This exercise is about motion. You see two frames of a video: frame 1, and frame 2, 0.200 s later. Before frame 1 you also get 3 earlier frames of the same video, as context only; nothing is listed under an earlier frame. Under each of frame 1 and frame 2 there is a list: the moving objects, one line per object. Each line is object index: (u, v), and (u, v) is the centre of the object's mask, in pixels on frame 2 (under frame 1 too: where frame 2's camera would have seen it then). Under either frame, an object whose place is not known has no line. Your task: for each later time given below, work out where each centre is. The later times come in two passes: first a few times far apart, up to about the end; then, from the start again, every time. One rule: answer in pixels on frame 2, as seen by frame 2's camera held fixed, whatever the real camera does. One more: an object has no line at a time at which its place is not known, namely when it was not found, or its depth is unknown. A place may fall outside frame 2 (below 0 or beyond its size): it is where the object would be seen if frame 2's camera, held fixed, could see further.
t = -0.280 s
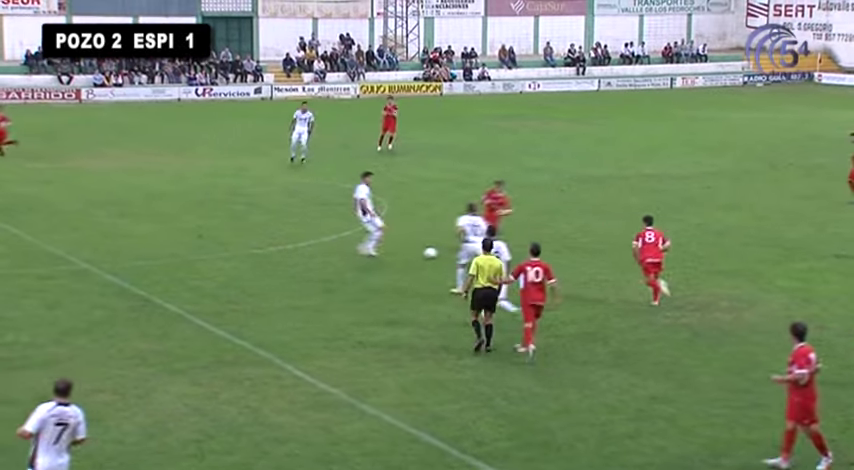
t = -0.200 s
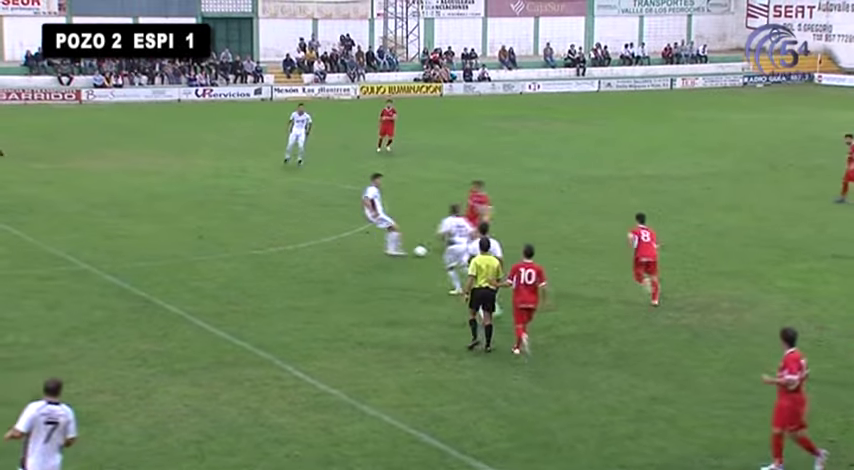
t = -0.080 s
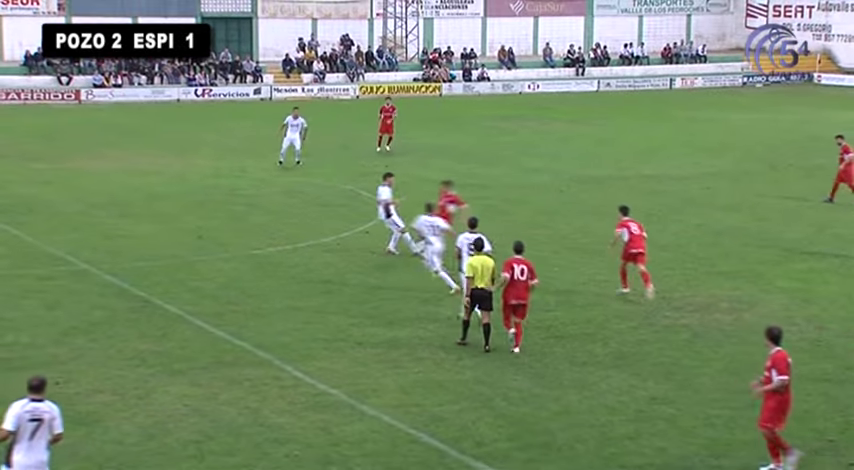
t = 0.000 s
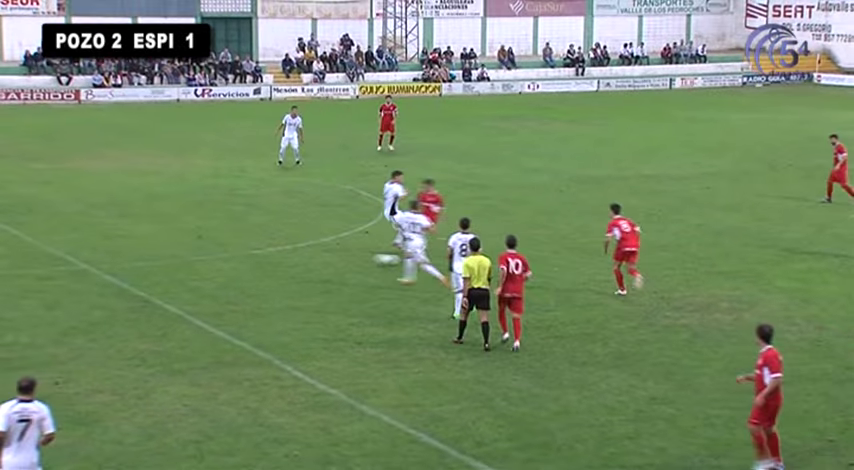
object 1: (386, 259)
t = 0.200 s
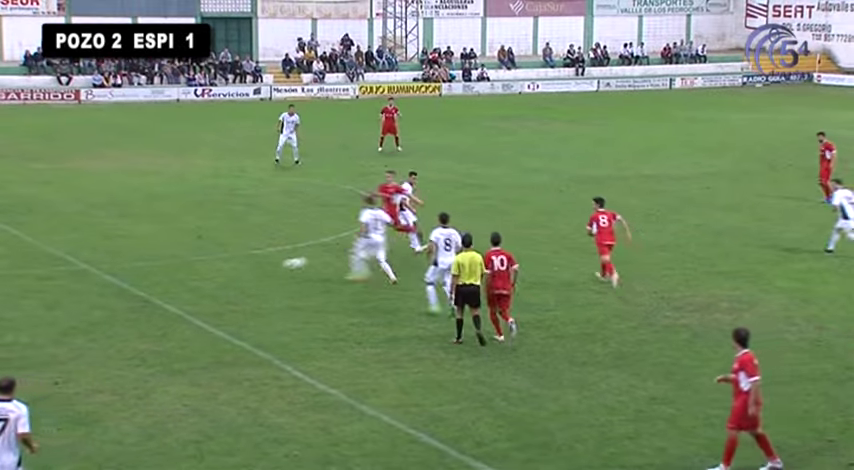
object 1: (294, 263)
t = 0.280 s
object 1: (257, 271)
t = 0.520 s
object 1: (138, 309)
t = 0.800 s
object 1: (-12, 345)
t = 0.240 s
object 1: (276, 266)
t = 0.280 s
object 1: (257, 271)
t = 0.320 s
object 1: (238, 277)
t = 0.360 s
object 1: (218, 283)
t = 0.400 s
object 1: (198, 291)
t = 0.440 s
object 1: (177, 300)
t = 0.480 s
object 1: (156, 308)
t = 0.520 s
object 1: (138, 309)
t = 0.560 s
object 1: (117, 311)
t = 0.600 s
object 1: (97, 314)
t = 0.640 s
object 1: (76, 318)
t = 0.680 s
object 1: (55, 322)
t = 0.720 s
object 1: (33, 329)
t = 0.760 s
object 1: (11, 337)
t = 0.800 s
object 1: (-12, 345)
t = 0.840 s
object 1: (-33, 348)
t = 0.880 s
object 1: (-55, 350)
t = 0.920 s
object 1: (-78, 354)
